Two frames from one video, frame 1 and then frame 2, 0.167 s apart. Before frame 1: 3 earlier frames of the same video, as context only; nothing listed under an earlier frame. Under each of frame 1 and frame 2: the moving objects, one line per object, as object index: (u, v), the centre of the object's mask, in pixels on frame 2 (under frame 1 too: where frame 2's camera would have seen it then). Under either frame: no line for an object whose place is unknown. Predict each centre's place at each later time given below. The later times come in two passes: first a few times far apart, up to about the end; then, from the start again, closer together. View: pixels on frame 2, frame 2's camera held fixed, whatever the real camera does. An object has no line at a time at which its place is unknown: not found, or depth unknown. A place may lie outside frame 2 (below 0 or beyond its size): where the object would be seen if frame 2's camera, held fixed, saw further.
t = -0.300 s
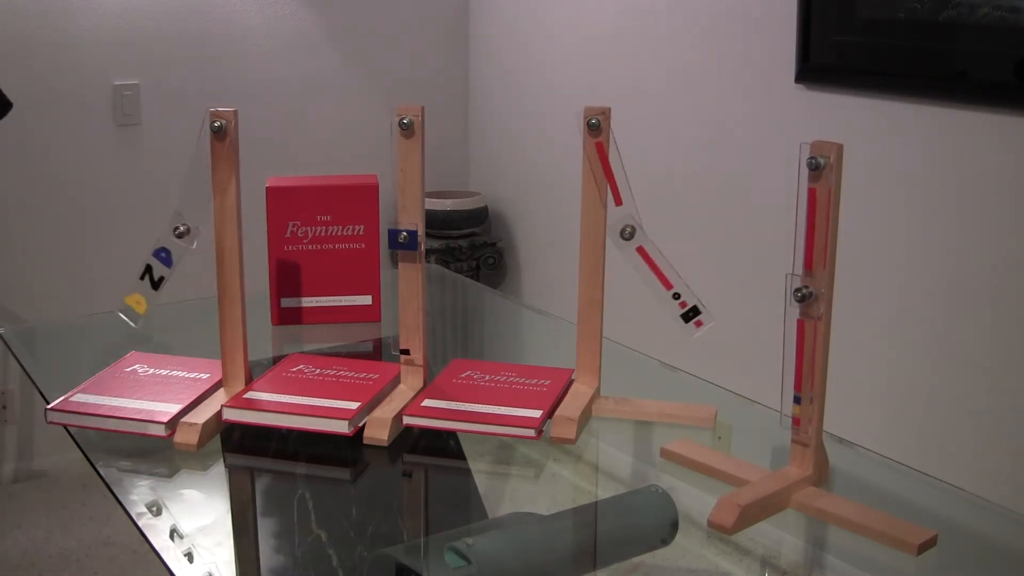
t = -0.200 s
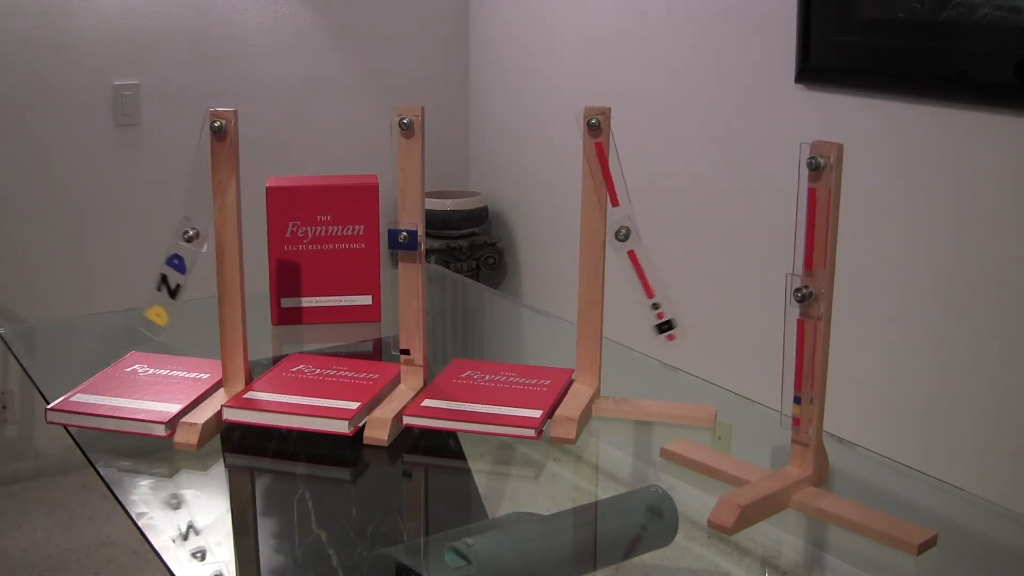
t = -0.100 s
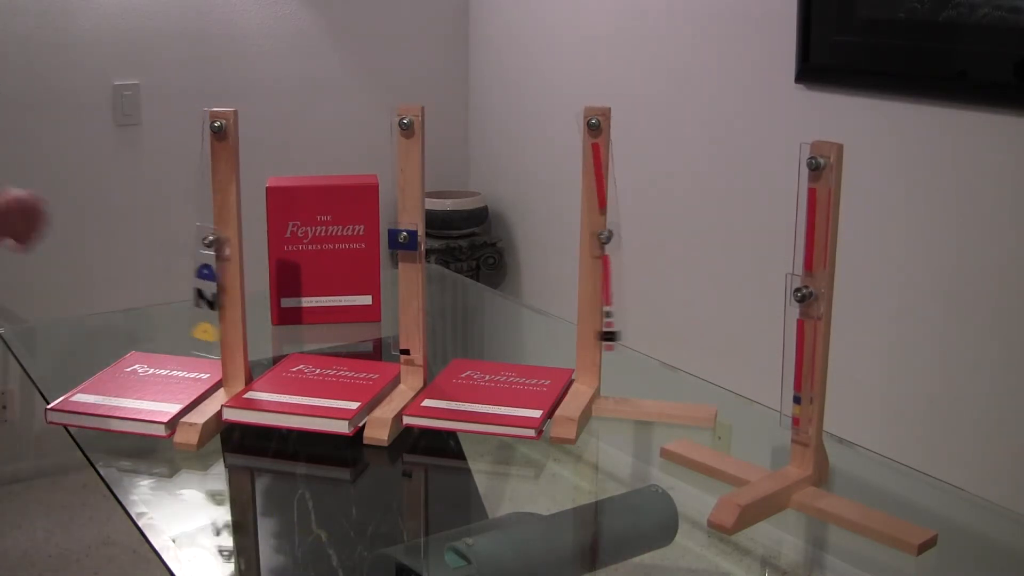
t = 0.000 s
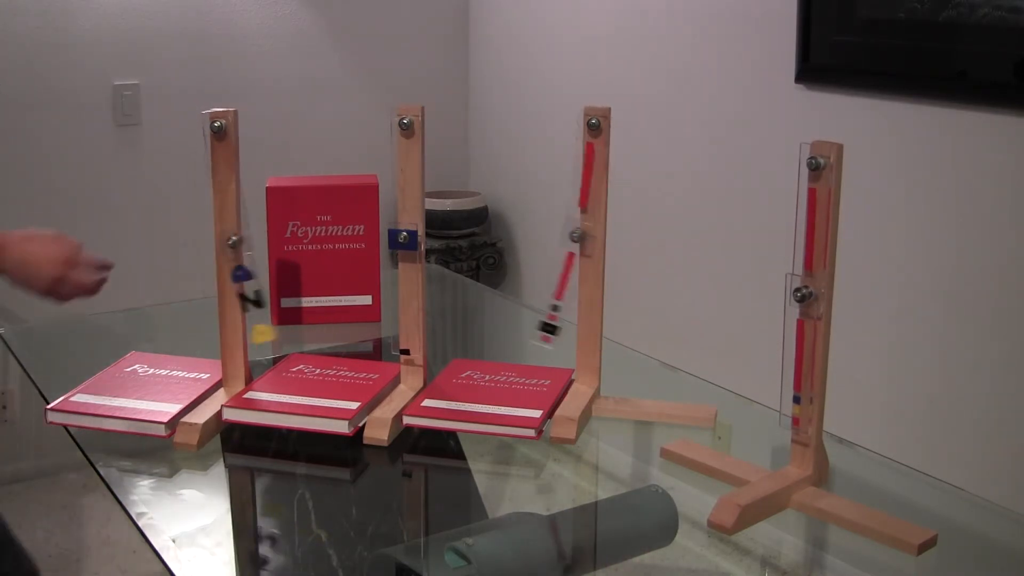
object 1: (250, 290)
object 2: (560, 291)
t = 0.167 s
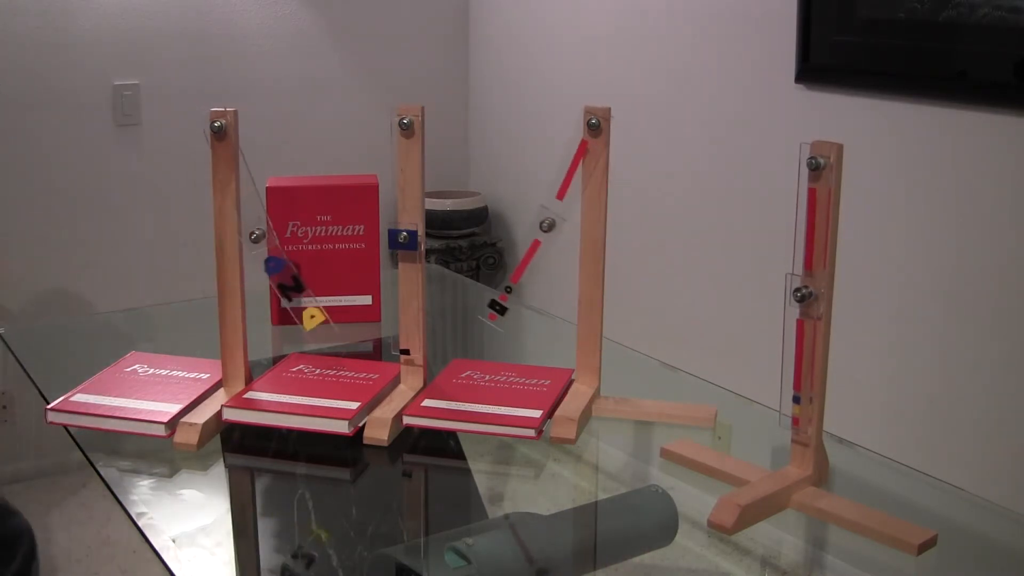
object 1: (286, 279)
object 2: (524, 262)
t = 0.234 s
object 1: (283, 279)
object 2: (525, 265)
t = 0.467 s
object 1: (208, 290)
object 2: (600, 291)
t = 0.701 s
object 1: (159, 271)
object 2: (664, 281)
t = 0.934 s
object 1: (218, 291)
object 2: (594, 304)
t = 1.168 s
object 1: (284, 279)
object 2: (525, 262)
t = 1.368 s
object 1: (254, 290)
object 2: (554, 276)
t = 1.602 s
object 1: (171, 274)
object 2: (649, 283)
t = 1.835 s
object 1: (181, 279)
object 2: (638, 284)
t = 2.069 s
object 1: (266, 285)
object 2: (541, 282)
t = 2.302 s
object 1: (274, 282)
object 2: (537, 264)
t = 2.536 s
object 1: (191, 284)
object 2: (624, 293)
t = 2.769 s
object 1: (163, 276)
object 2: (654, 276)
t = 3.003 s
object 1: (241, 290)
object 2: (568, 293)
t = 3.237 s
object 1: (283, 279)
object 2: (527, 261)
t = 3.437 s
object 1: (231, 290)
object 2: (575, 292)
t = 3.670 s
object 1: (161, 273)
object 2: (657, 278)
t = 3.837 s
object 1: (177, 280)
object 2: (643, 286)
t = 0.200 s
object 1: (286, 279)
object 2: (523, 263)
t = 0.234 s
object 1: (283, 279)
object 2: (525, 265)
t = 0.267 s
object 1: (279, 282)
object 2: (528, 268)
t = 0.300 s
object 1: (271, 283)
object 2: (536, 270)
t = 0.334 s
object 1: (262, 286)
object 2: (543, 279)
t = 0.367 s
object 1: (250, 286)
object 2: (553, 287)
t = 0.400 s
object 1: (236, 289)
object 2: (568, 291)
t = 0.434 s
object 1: (224, 290)
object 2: (584, 293)
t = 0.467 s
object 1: (208, 290)
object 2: (600, 291)
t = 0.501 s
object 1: (197, 287)
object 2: (618, 305)
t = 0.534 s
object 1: (185, 282)
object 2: (630, 292)
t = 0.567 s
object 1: (177, 276)
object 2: (642, 286)
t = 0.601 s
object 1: (169, 273)
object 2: (653, 285)
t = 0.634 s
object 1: (164, 270)
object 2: (668, 294)
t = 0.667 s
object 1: (160, 271)
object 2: (664, 281)
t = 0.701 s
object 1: (159, 271)
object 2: (664, 281)
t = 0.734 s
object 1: (161, 271)
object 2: (661, 281)
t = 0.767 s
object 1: (167, 271)
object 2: (657, 283)
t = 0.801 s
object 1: (173, 275)
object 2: (649, 287)
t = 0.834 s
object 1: (183, 279)
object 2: (637, 287)
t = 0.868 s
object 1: (193, 284)
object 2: (625, 291)
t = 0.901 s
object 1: (204, 290)
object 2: (611, 296)
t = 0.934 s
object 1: (218, 291)
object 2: (594, 304)
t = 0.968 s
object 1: (232, 290)
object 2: (580, 288)
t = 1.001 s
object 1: (246, 288)
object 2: (563, 291)
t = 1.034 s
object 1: (259, 289)
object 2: (550, 285)
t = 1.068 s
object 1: (268, 284)
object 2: (539, 282)
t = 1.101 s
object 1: (276, 282)
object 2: (534, 270)
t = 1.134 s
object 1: (281, 280)
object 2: (528, 267)
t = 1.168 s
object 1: (284, 279)
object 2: (525, 262)
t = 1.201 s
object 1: (285, 279)
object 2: (524, 262)
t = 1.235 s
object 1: (283, 280)
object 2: (526, 262)
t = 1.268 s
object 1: (279, 281)
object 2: (530, 263)
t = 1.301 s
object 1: (273, 283)
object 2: (537, 265)
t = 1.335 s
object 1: (264, 286)
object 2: (545, 271)
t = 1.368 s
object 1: (254, 290)
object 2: (554, 276)
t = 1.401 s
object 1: (241, 289)
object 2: (564, 288)
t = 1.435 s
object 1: (226, 290)
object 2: (581, 289)
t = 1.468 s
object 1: (211, 289)
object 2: (597, 292)
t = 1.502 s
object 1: (199, 288)
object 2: (613, 295)
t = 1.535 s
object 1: (189, 282)
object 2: (627, 292)
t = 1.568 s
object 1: (179, 278)
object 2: (638, 286)
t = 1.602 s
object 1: (171, 274)
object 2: (649, 283)
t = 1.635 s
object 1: (165, 270)
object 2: (656, 280)
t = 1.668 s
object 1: (159, 273)
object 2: (660, 277)
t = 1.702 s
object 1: (158, 273)
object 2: (659, 276)
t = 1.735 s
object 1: (160, 273)
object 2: (658, 276)
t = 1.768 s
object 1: (164, 275)
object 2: (654, 276)
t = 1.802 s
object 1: (173, 272)
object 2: (646, 277)
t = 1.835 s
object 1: (181, 279)
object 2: (638, 284)
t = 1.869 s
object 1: (192, 283)
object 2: (627, 290)
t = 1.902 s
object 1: (202, 289)
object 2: (613, 296)
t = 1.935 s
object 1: (215, 289)
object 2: (598, 293)
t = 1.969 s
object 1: (230, 291)
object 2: (582, 289)
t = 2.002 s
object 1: (244, 289)
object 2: (565, 294)
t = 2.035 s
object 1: (257, 287)
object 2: (552, 287)
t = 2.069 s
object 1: (266, 285)
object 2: (541, 282)
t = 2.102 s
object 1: (274, 283)
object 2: (536, 270)
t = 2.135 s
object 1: (280, 280)
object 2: (528, 270)
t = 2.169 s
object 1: (283, 280)
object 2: (522, 272)
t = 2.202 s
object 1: (285, 279)
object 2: (524, 263)
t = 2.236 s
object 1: (283, 279)
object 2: (525, 263)
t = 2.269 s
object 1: (280, 281)
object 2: (529, 263)
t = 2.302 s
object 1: (274, 282)
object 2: (537, 264)
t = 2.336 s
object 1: (266, 287)
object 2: (542, 274)
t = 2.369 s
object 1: (256, 290)
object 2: (552, 279)
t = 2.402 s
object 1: (244, 288)
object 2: (563, 289)
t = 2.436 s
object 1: (230, 291)
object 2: (578, 291)
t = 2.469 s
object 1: (214, 289)
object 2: (594, 302)
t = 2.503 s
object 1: (202, 289)
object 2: (610, 295)
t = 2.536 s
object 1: (191, 284)
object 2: (624, 293)
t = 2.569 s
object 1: (181, 278)
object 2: (636, 288)
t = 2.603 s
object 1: (171, 276)
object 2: (646, 284)
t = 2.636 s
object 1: (163, 277)
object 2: (653, 279)
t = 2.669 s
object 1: (160, 274)
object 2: (658, 277)
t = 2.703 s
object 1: (159, 273)
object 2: (672, 292)
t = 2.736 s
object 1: (159, 273)
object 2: (661, 278)
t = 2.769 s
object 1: (163, 276)
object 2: (654, 276)
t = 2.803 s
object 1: (169, 277)
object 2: (648, 280)
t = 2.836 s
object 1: (179, 278)
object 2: (640, 285)
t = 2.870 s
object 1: (190, 281)
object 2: (629, 291)
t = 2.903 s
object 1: (200, 289)
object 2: (616, 296)
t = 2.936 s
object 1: (211, 290)
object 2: (600, 293)
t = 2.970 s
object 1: (228, 292)
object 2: (584, 292)
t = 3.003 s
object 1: (241, 290)
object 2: (568, 293)
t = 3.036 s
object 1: (253, 288)
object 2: (554, 289)
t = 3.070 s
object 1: (264, 286)
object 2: (544, 282)
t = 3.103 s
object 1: (272, 284)
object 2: (536, 273)
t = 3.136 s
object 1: (278, 281)
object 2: (533, 263)
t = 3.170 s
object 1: (282, 280)
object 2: (529, 261)
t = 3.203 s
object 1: (284, 279)
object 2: (526, 261)
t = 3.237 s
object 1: (283, 279)
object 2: (527, 261)
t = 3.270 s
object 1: (280, 281)
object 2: (530, 261)
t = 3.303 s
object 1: (275, 283)
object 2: (536, 264)
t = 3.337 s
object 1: (267, 286)
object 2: (543, 268)
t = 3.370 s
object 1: (258, 289)
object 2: (552, 273)
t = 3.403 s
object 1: (246, 289)
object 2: (561, 286)
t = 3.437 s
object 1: (231, 290)
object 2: (575, 292)
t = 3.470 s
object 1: (218, 289)
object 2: (592, 298)
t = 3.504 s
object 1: (204, 289)
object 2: (607, 293)
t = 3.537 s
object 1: (193, 284)
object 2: (624, 305)
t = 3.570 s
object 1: (183, 279)
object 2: (634, 289)
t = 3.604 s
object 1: (174, 277)
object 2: (645, 285)
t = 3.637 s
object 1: (169, 270)
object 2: (653, 281)
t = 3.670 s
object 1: (161, 273)
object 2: (657, 278)
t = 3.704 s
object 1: (159, 273)
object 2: (672, 292)
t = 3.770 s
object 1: (163, 275)
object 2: (656, 277)
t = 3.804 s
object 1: (169, 276)
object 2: (650, 280)
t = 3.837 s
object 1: (177, 280)
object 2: (643, 286)
